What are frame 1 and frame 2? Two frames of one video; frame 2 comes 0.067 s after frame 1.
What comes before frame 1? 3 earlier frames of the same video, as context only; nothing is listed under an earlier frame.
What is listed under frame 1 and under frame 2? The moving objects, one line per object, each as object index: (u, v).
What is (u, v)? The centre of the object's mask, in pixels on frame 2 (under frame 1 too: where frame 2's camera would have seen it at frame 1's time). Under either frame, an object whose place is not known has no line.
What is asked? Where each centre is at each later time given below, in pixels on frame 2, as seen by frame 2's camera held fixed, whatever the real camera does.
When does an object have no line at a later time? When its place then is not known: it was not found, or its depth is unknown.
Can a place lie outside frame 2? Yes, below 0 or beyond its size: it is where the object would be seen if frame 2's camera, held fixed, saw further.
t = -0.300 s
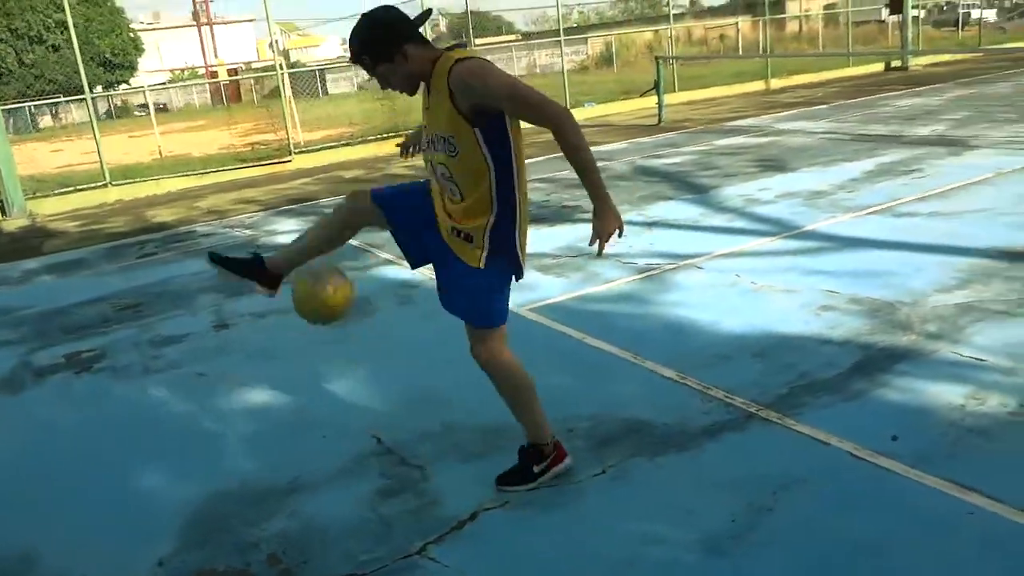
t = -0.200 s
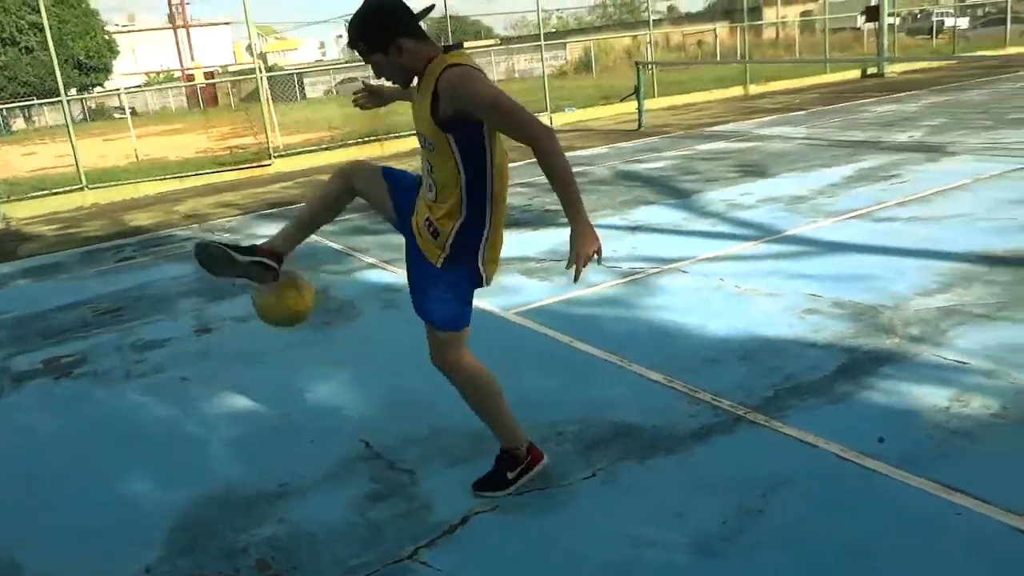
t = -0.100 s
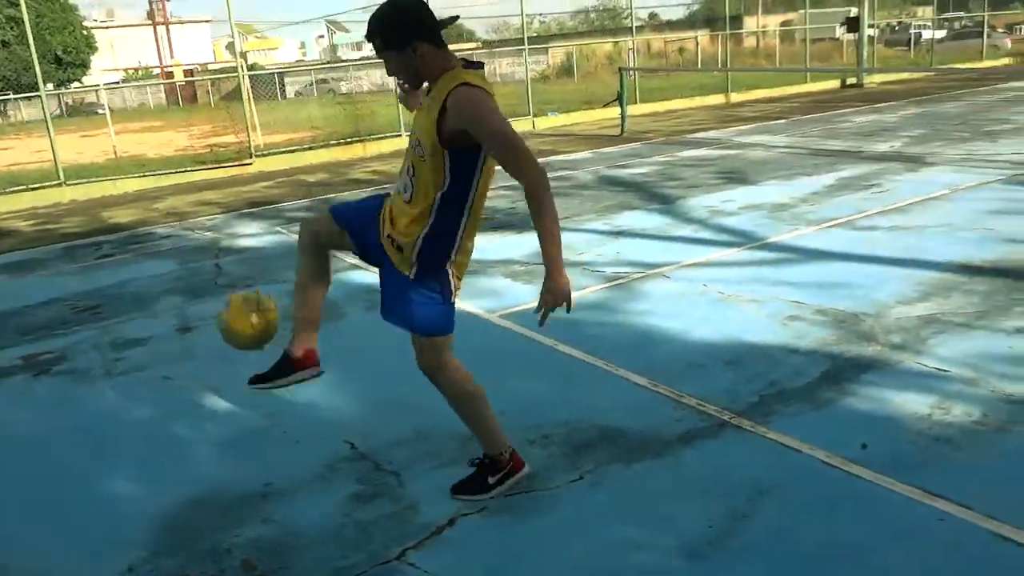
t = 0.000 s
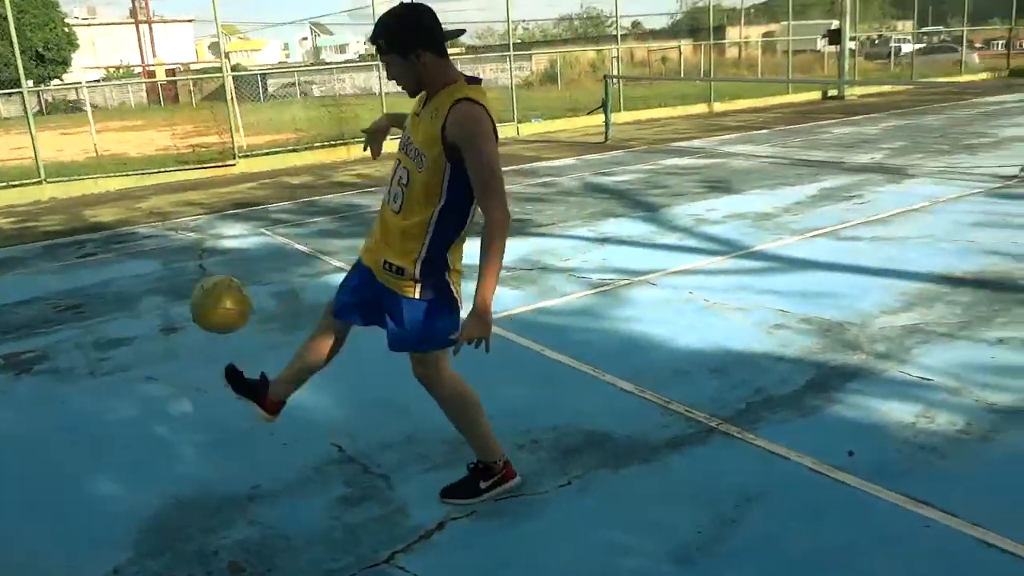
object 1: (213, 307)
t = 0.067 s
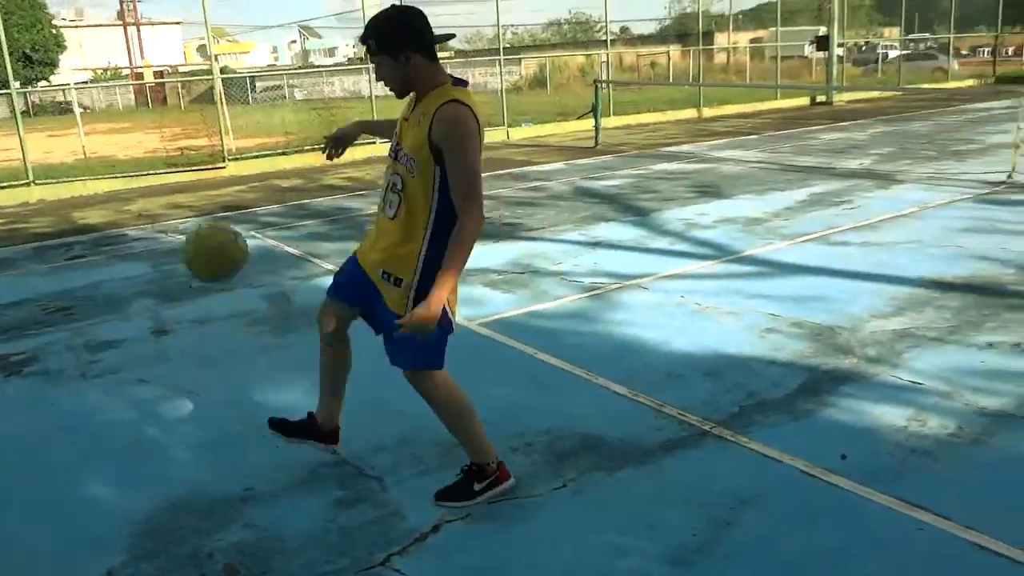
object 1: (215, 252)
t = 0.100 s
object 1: (217, 228)
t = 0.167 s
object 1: (221, 184)
